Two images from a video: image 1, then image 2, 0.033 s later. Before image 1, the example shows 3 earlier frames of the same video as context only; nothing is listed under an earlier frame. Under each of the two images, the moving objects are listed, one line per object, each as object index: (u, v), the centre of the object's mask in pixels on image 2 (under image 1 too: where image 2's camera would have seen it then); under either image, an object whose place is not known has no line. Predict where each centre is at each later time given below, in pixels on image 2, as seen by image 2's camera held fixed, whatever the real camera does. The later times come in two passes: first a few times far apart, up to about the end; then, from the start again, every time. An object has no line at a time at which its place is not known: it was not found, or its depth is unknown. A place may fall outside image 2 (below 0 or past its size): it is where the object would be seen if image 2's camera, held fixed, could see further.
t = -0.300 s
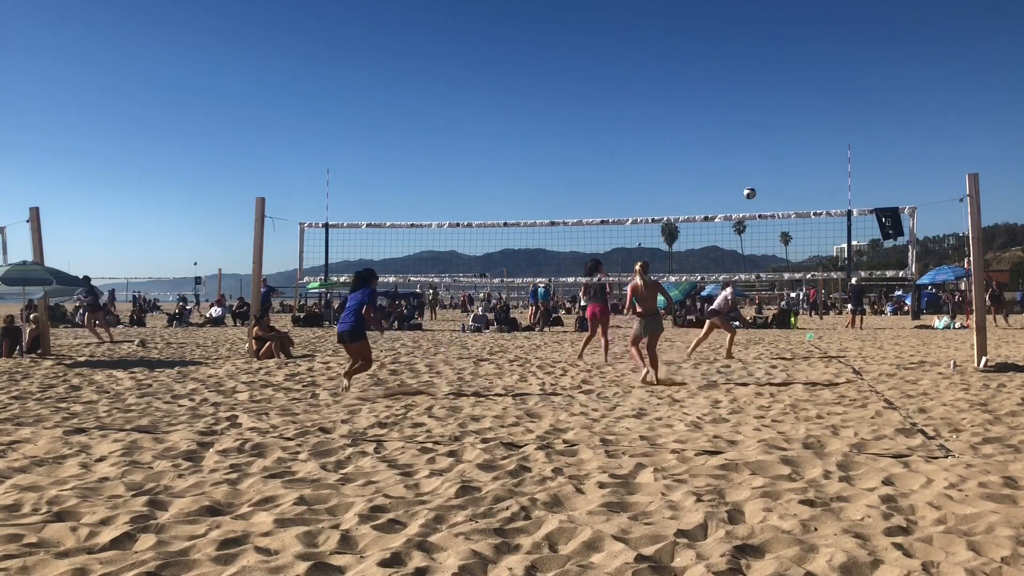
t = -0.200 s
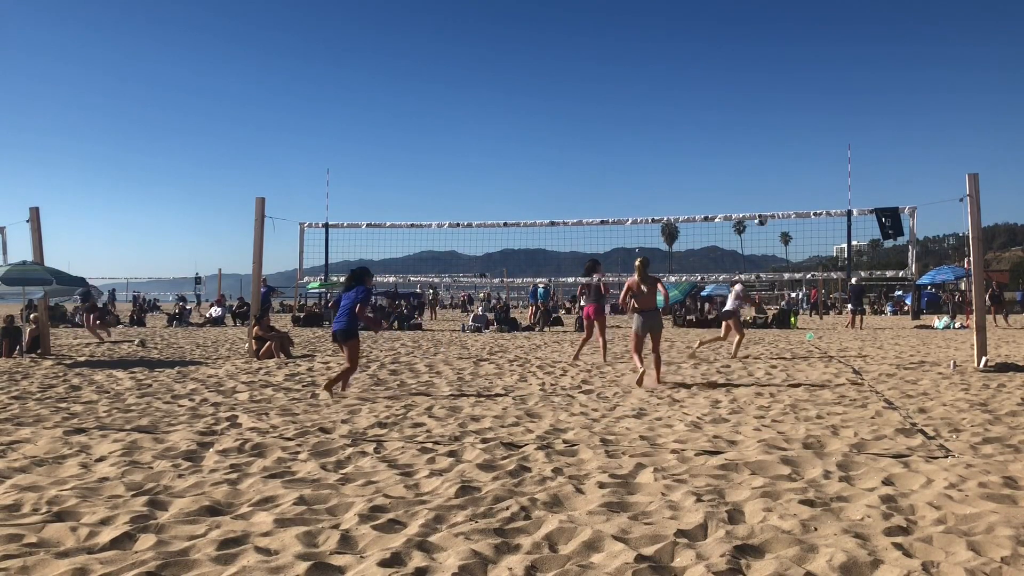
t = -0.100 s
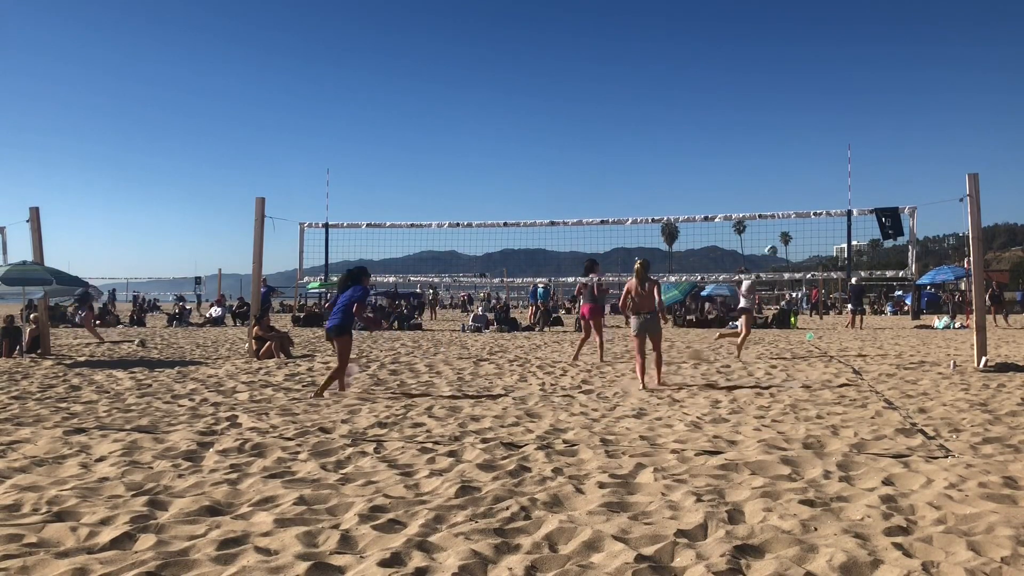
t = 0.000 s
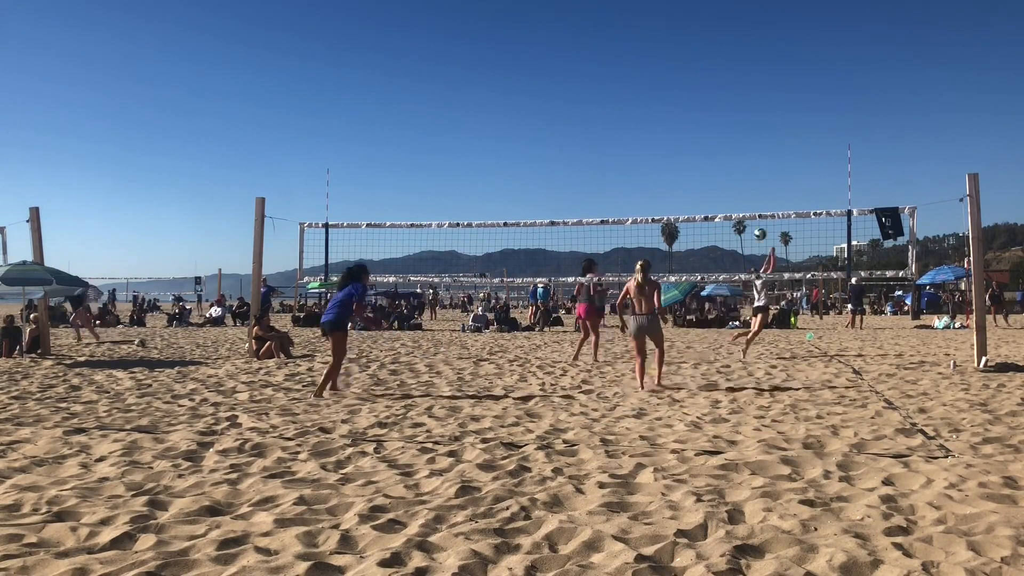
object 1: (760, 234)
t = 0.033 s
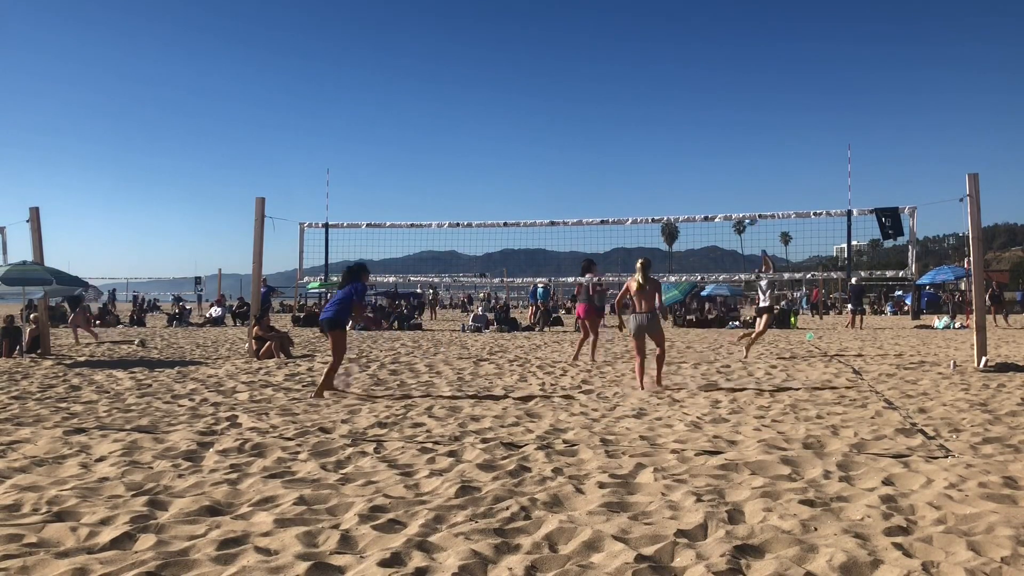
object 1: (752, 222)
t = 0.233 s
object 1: (701, 138)
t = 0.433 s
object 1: (647, 78)
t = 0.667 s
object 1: (580, 34)
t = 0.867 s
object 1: (517, 23)
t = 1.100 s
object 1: (440, 47)
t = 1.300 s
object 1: (368, 102)
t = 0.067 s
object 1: (743, 204)
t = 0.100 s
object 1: (735, 190)
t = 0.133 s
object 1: (727, 176)
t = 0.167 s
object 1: (718, 163)
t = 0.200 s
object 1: (709, 150)
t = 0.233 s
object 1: (701, 138)
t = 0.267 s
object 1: (692, 127)
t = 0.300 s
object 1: (683, 116)
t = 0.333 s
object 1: (674, 105)
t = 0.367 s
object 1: (665, 95)
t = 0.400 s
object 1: (656, 86)
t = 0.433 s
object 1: (647, 78)
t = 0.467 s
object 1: (637, 69)
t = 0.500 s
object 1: (628, 62)
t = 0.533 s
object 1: (619, 55)
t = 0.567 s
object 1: (609, 49)
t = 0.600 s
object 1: (599, 43)
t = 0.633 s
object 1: (589, 38)
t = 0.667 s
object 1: (580, 34)
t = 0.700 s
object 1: (570, 30)
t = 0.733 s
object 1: (559, 27)
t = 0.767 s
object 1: (549, 25)
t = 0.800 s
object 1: (539, 23)
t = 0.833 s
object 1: (528, 23)
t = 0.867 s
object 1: (517, 23)
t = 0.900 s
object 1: (507, 24)
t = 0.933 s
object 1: (496, 26)
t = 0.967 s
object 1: (485, 28)
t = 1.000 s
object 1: (474, 31)
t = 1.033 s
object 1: (462, 35)
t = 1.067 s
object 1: (451, 40)
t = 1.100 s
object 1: (440, 47)
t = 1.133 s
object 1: (428, 53)
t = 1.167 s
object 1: (416, 61)
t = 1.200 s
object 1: (404, 69)
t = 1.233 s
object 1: (392, 80)
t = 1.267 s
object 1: (380, 90)
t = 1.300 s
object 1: (368, 102)
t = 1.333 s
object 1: (356, 115)
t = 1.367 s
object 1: (343, 128)
